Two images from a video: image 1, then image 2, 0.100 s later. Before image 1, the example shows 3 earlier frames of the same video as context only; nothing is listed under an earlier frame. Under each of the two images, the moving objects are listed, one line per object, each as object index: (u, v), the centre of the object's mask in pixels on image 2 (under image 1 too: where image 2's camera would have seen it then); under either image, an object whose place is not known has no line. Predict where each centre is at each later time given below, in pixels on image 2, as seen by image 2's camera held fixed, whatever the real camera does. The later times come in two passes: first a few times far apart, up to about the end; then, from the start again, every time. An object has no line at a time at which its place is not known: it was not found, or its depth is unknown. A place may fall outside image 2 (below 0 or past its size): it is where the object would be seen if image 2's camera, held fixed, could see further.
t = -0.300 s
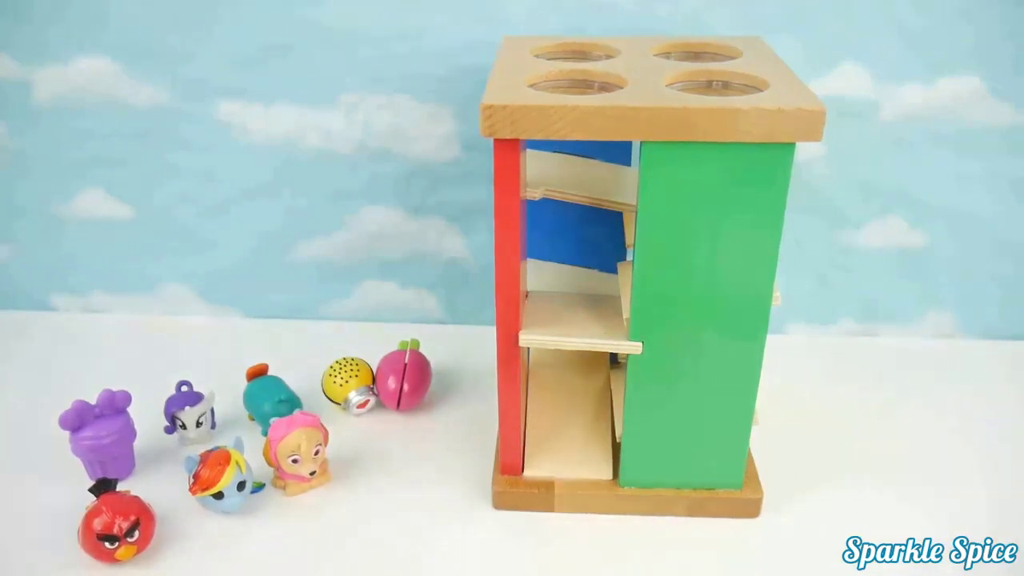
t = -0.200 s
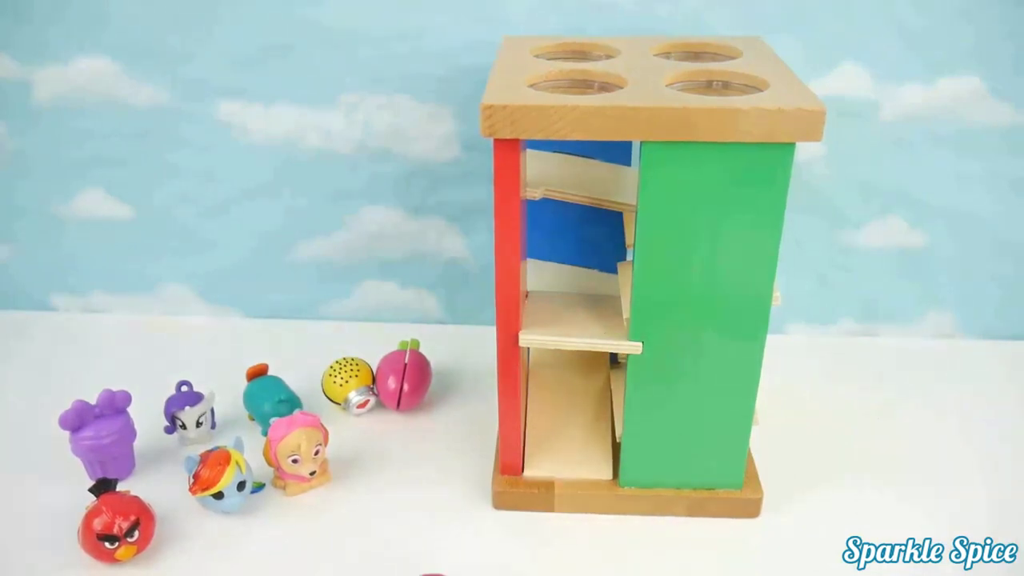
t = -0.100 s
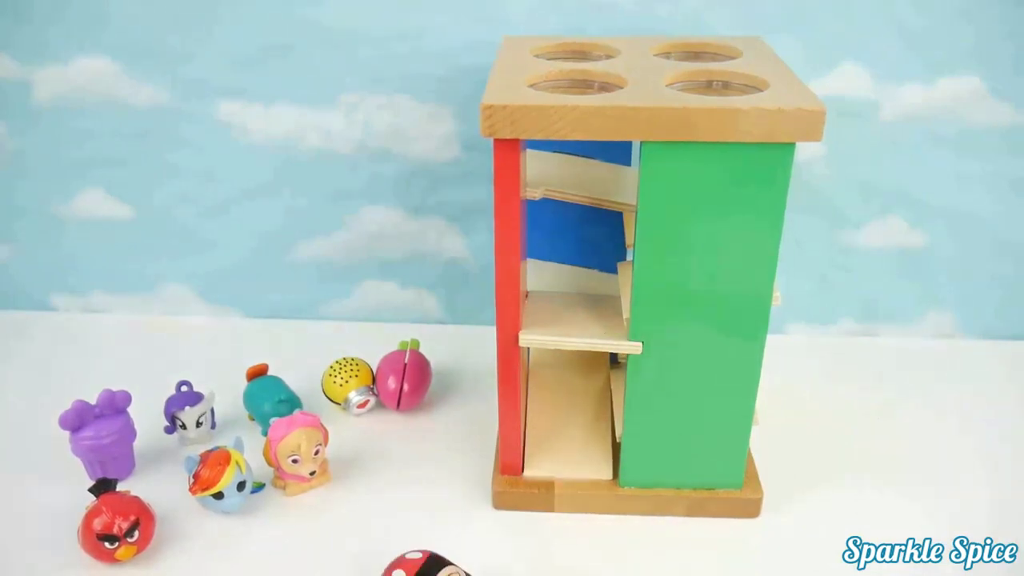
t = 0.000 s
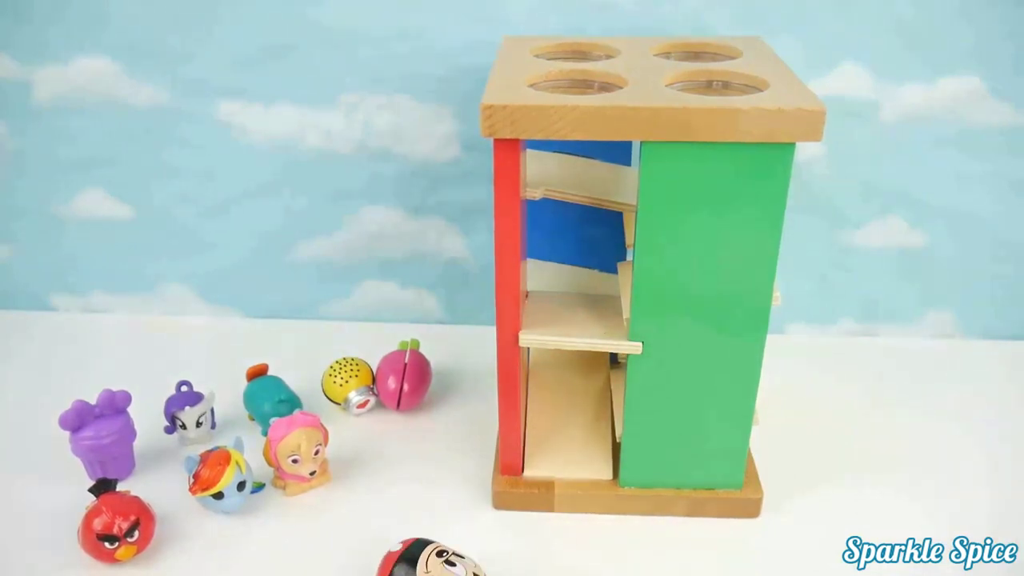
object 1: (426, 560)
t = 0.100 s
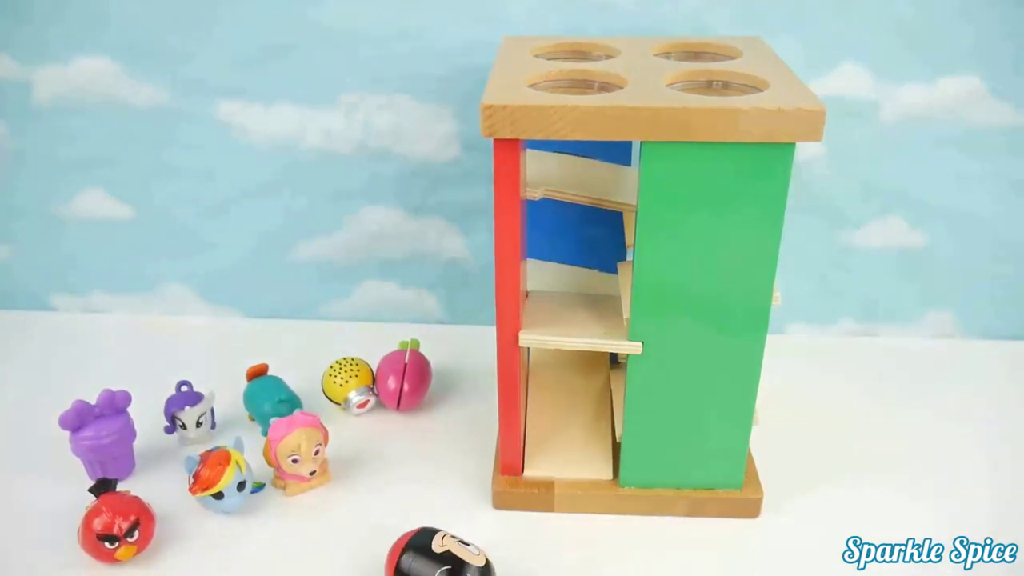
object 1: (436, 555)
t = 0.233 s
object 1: (448, 550)
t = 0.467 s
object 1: (463, 543)
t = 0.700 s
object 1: (468, 538)
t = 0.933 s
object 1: (434, 519)
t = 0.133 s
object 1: (439, 554)
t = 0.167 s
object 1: (442, 553)
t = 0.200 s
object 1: (446, 551)
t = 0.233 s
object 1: (448, 550)
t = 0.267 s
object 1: (450, 549)
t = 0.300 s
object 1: (452, 548)
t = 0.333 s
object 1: (454, 547)
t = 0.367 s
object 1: (457, 546)
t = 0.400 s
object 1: (459, 545)
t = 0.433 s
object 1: (461, 544)
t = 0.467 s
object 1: (463, 543)
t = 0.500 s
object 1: (465, 542)
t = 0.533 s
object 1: (466, 541)
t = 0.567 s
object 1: (467, 540)
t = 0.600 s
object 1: (468, 539)
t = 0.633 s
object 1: (469, 539)
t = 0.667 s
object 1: (468, 538)
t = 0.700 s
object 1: (468, 538)
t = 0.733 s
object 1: (468, 537)
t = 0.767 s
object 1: (465, 536)
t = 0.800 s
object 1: (461, 533)
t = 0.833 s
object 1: (456, 530)
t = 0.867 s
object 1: (450, 526)
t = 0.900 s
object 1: (442, 522)
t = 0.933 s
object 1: (434, 519)
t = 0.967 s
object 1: (425, 515)
